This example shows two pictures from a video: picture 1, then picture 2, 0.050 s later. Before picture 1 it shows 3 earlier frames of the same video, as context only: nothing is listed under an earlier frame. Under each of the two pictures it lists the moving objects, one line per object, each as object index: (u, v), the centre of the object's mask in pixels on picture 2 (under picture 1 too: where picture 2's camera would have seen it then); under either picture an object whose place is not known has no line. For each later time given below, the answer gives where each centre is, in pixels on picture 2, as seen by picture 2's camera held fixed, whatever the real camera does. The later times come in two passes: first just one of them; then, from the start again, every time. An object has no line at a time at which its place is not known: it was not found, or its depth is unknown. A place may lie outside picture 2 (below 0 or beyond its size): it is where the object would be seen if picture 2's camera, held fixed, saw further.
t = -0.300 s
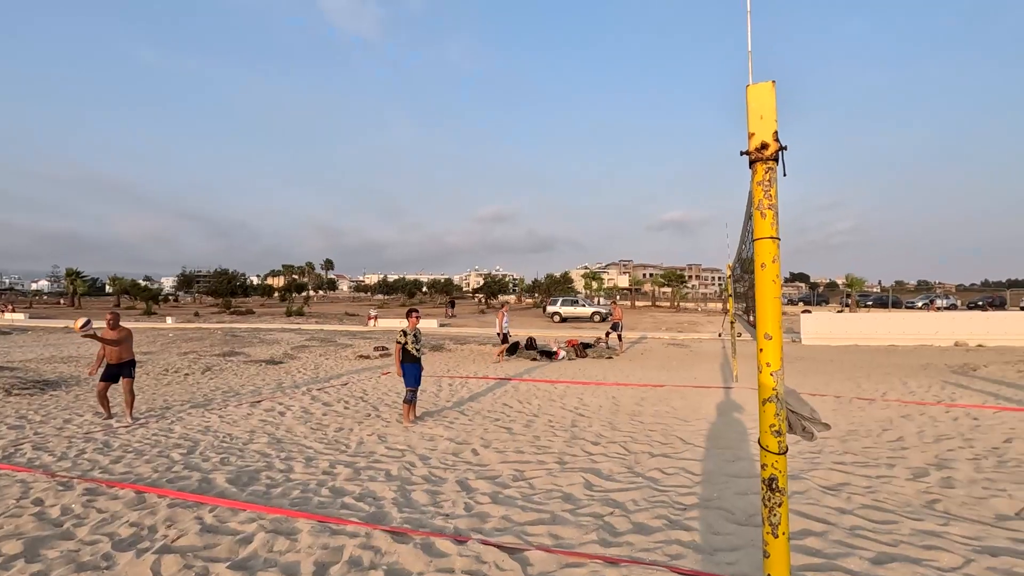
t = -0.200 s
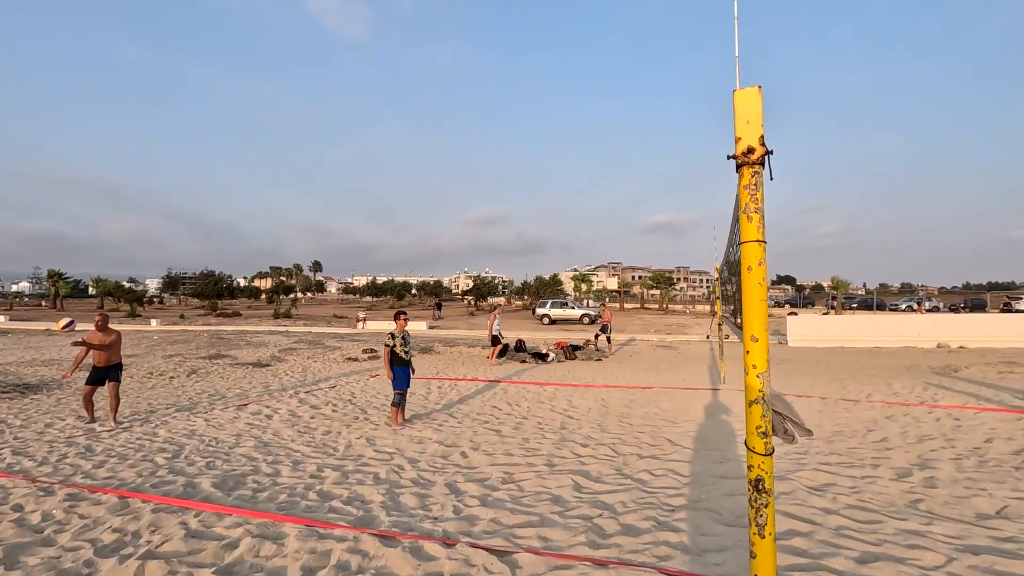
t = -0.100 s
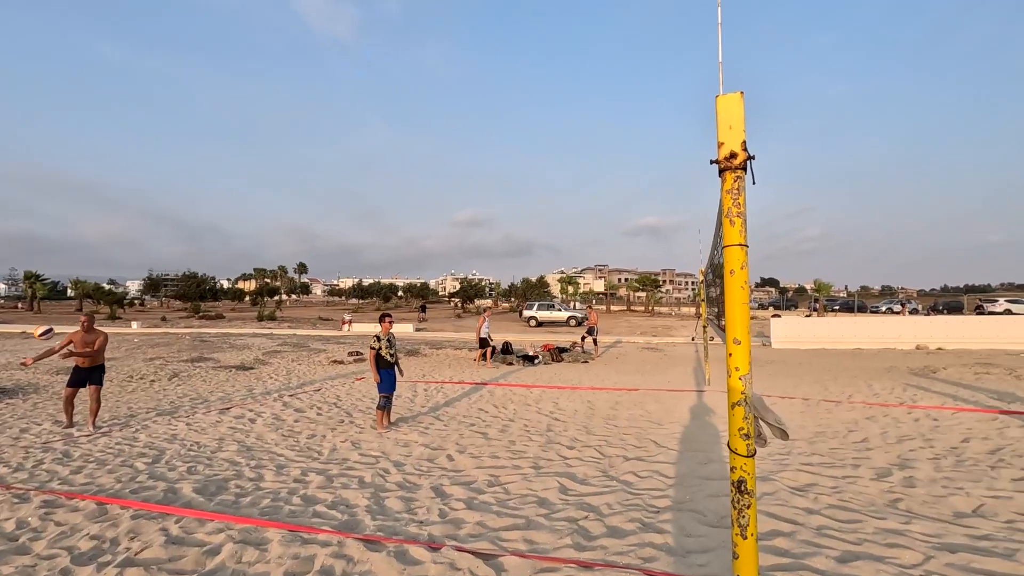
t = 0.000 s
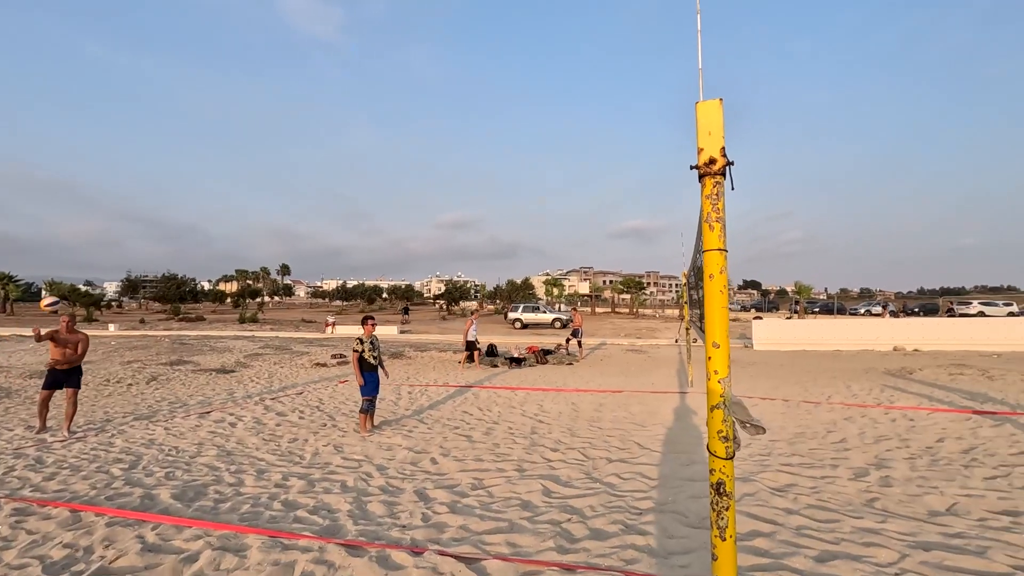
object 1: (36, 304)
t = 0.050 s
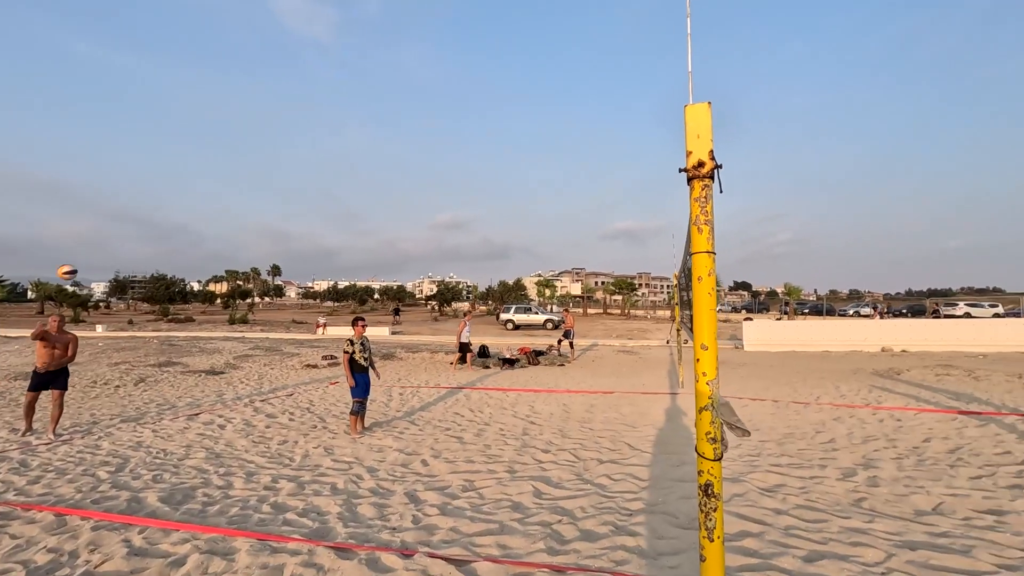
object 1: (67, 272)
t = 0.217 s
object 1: (173, 179)
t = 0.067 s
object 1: (77, 262)
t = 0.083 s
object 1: (88, 251)
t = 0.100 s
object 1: (98, 241)
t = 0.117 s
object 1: (109, 232)
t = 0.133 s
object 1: (119, 222)
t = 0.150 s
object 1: (130, 213)
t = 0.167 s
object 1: (141, 204)
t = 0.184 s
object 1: (151, 195)
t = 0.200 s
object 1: (162, 187)
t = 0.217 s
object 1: (173, 179)
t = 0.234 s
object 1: (183, 171)
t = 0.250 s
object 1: (194, 163)
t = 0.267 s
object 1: (205, 156)
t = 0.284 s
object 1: (216, 149)
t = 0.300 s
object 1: (226, 142)
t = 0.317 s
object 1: (237, 135)
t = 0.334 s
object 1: (248, 129)
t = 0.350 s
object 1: (259, 123)
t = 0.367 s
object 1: (269, 117)
